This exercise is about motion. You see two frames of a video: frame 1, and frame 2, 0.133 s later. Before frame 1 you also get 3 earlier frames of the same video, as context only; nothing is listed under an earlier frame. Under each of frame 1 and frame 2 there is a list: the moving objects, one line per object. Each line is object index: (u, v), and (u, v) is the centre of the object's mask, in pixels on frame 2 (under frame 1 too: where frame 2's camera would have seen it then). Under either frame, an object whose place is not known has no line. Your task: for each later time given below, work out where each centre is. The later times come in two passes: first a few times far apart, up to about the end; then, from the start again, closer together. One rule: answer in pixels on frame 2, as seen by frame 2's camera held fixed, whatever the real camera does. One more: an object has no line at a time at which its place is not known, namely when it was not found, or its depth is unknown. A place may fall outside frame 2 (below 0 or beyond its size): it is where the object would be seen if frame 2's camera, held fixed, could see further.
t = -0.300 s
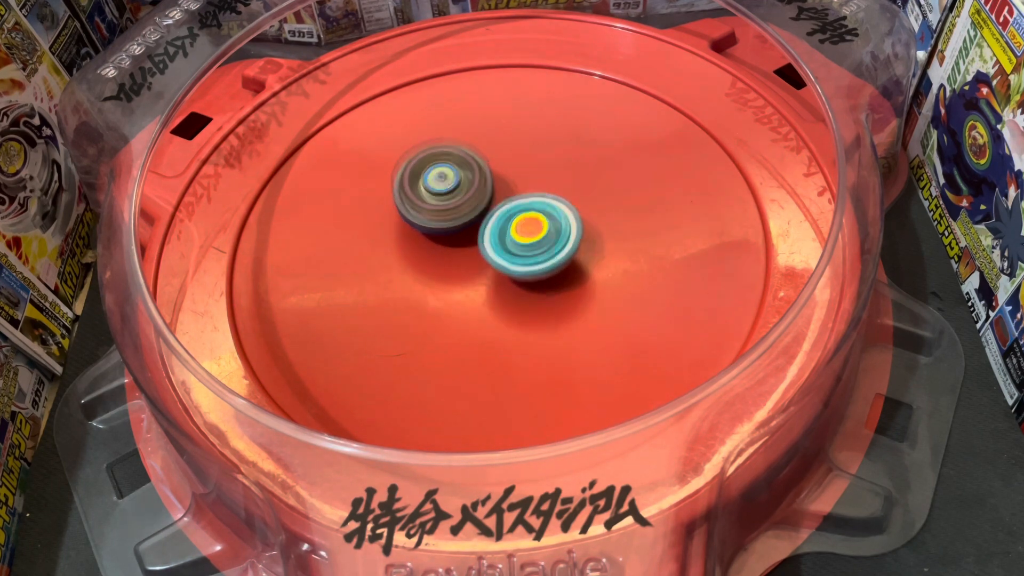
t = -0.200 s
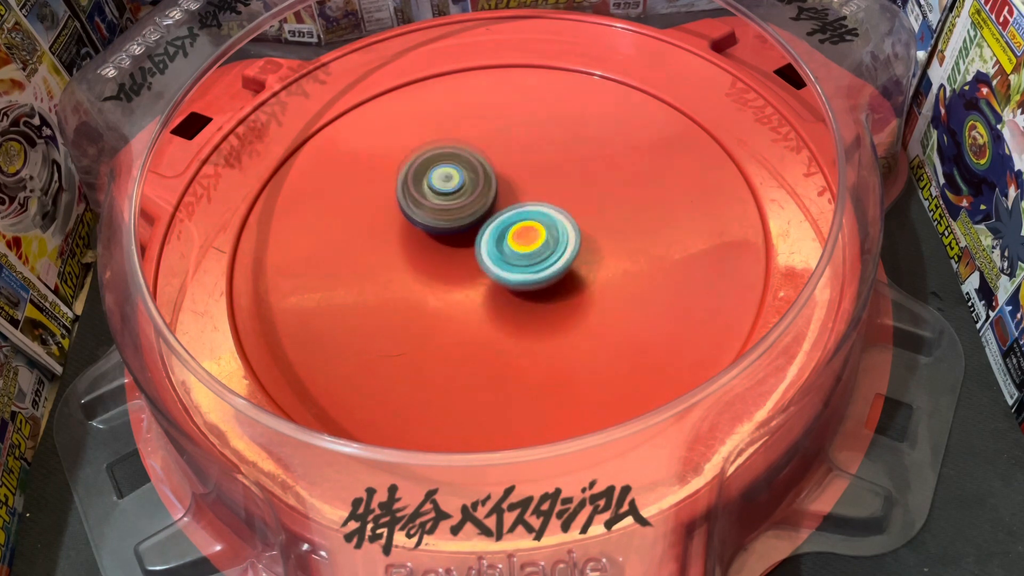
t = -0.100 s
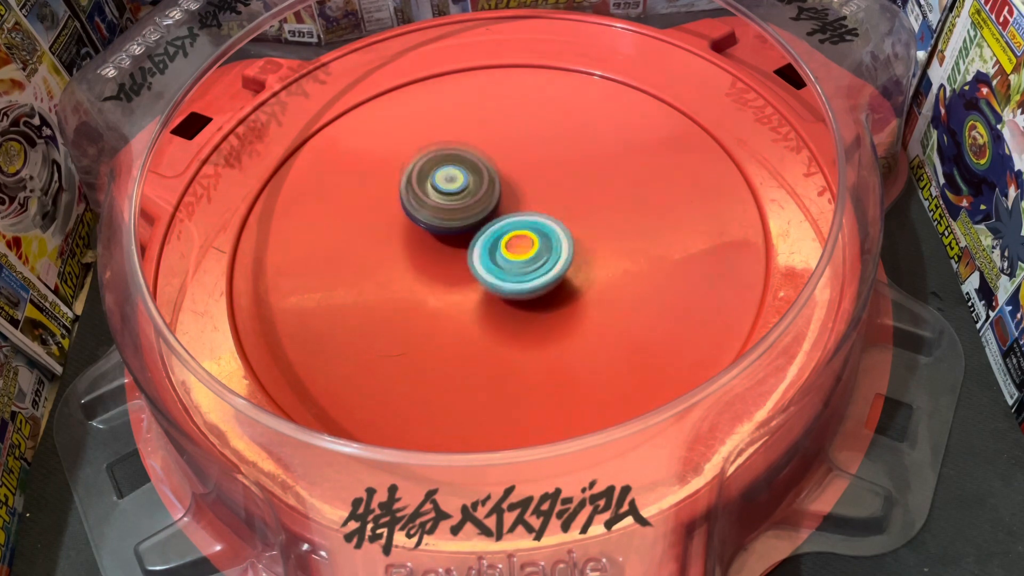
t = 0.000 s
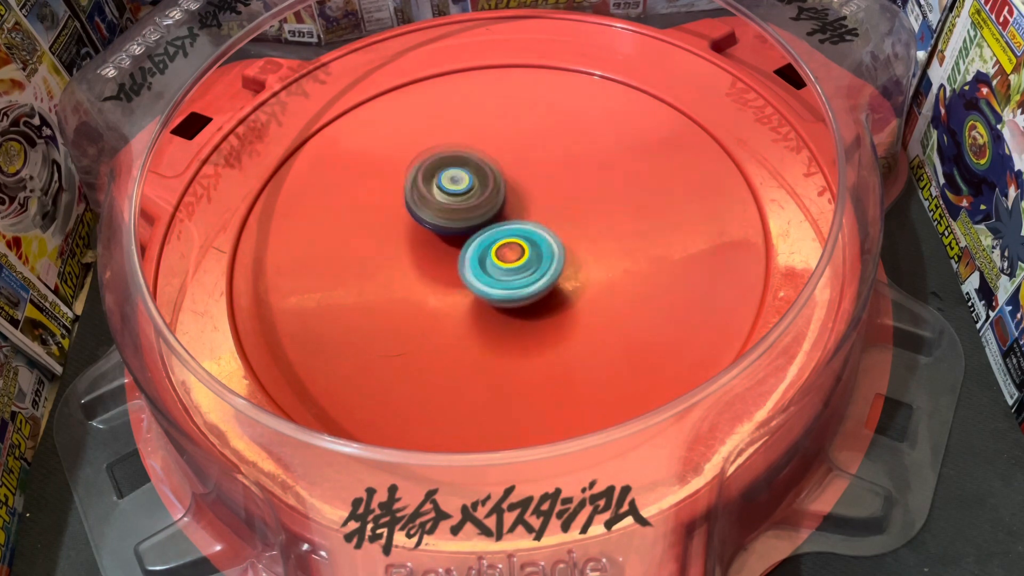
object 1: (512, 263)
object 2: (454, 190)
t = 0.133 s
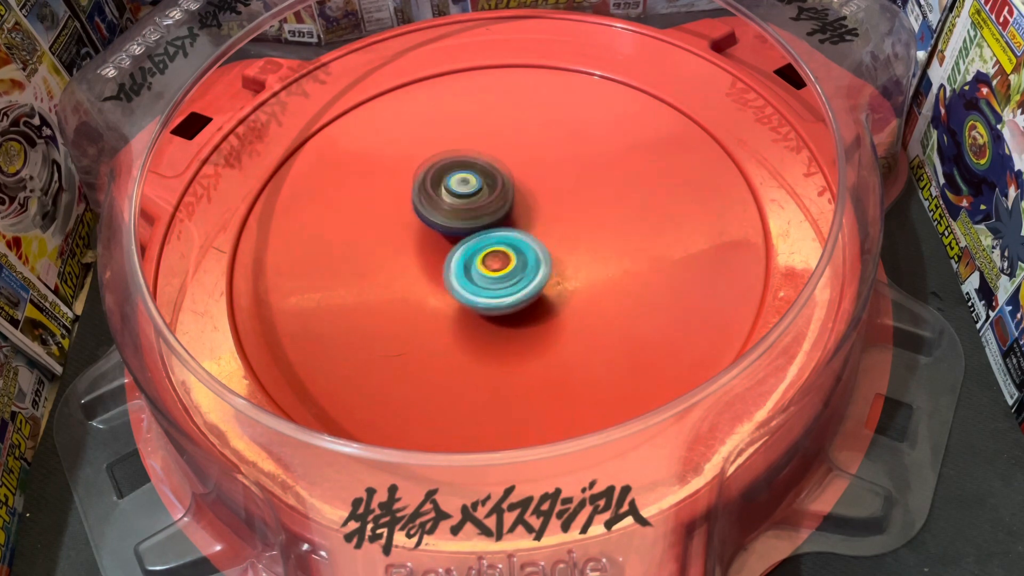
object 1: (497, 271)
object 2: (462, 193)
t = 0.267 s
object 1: (508, 303)
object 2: (458, 178)
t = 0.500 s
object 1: (506, 309)
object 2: (477, 178)
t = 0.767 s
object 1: (487, 277)
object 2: (493, 178)
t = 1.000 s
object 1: (481, 278)
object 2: (501, 159)
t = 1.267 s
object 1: (507, 255)
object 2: (508, 165)
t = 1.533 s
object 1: (506, 283)
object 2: (509, 159)
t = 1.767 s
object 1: (493, 290)
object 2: (516, 174)
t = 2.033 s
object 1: (474, 265)
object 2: (530, 190)
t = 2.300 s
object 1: (441, 276)
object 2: (566, 167)
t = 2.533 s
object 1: (457, 264)
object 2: (564, 176)
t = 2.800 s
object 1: (467, 254)
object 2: (566, 182)
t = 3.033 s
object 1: (446, 275)
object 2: (577, 186)
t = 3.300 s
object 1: (464, 268)
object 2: (583, 200)
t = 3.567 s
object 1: (487, 247)
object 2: (587, 209)
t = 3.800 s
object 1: (440, 257)
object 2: (599, 206)
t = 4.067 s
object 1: (438, 241)
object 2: (584, 220)
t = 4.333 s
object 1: (450, 227)
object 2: (575, 258)
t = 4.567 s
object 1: (468, 238)
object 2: (553, 285)
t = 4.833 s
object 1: (435, 197)
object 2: (625, 330)
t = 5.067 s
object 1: (452, 224)
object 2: (581, 310)
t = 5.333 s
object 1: (477, 176)
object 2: (547, 260)
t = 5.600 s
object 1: (460, 157)
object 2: (498, 234)
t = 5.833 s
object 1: (414, 183)
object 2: (536, 243)
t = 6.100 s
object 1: (441, 228)
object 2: (546, 257)
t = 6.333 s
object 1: (486, 206)
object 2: (546, 271)
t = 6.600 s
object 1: (485, 195)
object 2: (510, 275)
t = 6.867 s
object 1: (477, 193)
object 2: (524, 297)
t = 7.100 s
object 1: (464, 214)
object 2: (524, 269)
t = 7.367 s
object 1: (449, 215)
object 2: (523, 253)
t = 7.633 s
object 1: (450, 220)
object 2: (539, 252)
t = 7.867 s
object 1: (445, 218)
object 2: (526, 249)
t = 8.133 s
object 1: (444, 212)
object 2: (501, 264)
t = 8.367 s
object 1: (450, 219)
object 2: (524, 266)
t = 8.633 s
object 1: (450, 220)
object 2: (517, 268)
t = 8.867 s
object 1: (450, 220)
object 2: (517, 268)
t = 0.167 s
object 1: (499, 280)
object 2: (460, 186)
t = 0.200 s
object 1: (503, 291)
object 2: (458, 180)
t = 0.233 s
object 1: (506, 299)
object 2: (457, 177)
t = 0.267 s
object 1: (508, 303)
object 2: (458, 178)
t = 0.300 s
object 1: (509, 305)
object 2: (461, 179)
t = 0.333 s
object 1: (510, 307)
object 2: (464, 178)
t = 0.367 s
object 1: (510, 308)
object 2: (467, 178)
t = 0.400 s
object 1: (510, 309)
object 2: (469, 178)
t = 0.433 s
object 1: (510, 309)
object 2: (473, 178)
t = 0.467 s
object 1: (508, 310)
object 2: (475, 178)
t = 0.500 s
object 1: (506, 309)
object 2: (477, 178)
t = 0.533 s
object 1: (503, 307)
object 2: (479, 178)
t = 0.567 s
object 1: (500, 305)
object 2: (481, 177)
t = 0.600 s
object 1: (497, 300)
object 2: (485, 178)
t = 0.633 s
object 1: (494, 296)
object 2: (487, 178)
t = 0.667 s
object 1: (491, 291)
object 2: (488, 177)
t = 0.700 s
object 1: (489, 286)
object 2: (489, 178)
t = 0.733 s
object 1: (487, 282)
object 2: (491, 178)
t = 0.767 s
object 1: (487, 277)
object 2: (493, 178)
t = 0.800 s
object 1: (486, 271)
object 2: (494, 178)
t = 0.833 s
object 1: (486, 267)
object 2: (496, 178)
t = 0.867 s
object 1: (486, 262)
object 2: (497, 177)
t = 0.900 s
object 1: (485, 262)
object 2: (498, 175)
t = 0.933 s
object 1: (483, 270)
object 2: (499, 165)
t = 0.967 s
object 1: (481, 276)
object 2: (501, 161)
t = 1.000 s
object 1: (481, 278)
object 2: (501, 159)
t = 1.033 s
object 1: (484, 277)
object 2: (503, 160)
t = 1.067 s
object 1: (487, 276)
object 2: (504, 160)
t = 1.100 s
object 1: (492, 274)
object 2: (505, 161)
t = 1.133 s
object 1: (496, 271)
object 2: (506, 161)
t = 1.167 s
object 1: (499, 268)
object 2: (506, 162)
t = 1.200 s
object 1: (502, 263)
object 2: (507, 163)
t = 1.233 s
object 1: (504, 259)
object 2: (508, 164)
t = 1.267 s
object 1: (507, 255)
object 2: (508, 165)
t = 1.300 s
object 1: (508, 251)
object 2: (510, 165)
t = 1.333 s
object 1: (508, 250)
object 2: (510, 165)
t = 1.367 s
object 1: (507, 261)
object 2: (510, 157)
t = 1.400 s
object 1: (506, 270)
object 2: (509, 151)
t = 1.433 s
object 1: (506, 276)
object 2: (508, 149)
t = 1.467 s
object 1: (505, 279)
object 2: (507, 152)
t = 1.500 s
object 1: (506, 281)
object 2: (507, 155)
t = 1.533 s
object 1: (506, 283)
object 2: (509, 159)
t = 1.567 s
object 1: (506, 285)
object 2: (510, 160)
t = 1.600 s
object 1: (505, 286)
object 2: (511, 164)
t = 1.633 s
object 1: (503, 288)
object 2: (512, 166)
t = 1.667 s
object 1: (501, 289)
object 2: (514, 168)
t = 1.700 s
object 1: (498, 291)
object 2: (514, 170)
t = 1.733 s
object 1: (496, 291)
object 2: (515, 172)
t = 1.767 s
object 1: (493, 290)
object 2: (516, 174)
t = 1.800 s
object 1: (489, 288)
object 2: (517, 176)
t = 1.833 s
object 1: (487, 286)
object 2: (519, 178)
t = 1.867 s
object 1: (483, 284)
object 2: (520, 180)
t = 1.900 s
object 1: (481, 280)
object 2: (522, 182)
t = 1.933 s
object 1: (478, 277)
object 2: (524, 184)
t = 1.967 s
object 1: (476, 273)
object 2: (526, 186)
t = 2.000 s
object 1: (474, 269)
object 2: (528, 189)
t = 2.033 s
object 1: (474, 265)
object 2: (530, 190)
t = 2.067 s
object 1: (471, 263)
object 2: (533, 189)
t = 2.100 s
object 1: (469, 260)
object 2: (535, 189)
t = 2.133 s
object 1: (461, 264)
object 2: (542, 184)
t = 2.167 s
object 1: (453, 270)
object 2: (550, 175)
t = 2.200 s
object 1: (447, 273)
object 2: (556, 171)
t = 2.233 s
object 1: (444, 274)
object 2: (561, 168)
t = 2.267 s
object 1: (442, 275)
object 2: (564, 168)
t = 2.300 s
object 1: (441, 276)
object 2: (566, 167)
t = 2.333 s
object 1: (440, 276)
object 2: (567, 168)
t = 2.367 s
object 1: (441, 275)
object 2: (567, 169)
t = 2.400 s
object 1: (442, 275)
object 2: (567, 170)
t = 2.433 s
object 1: (445, 273)
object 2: (567, 171)
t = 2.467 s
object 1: (449, 270)
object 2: (566, 172)
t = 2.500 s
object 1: (453, 267)
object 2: (565, 174)
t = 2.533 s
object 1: (457, 264)
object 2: (564, 176)
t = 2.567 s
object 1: (460, 261)
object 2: (562, 177)
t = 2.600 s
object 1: (464, 257)
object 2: (561, 180)
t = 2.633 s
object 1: (468, 254)
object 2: (560, 181)
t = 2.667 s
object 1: (472, 251)
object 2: (558, 183)
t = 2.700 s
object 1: (475, 249)
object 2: (558, 185)
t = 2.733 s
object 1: (480, 247)
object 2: (557, 187)
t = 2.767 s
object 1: (479, 248)
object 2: (558, 187)
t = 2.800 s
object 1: (467, 254)
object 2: (566, 182)
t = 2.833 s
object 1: (457, 260)
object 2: (572, 177)
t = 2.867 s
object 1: (452, 264)
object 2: (573, 176)
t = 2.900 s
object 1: (449, 267)
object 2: (574, 178)
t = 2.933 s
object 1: (447, 270)
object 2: (574, 181)
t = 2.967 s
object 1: (447, 271)
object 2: (575, 183)
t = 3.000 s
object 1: (446, 274)
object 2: (576, 185)
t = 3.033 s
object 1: (446, 275)
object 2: (577, 186)
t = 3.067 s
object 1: (445, 277)
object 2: (577, 189)
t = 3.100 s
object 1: (446, 278)
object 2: (578, 191)
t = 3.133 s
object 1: (447, 279)
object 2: (579, 192)
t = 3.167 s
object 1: (450, 278)
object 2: (580, 194)
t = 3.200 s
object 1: (453, 277)
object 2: (580, 196)
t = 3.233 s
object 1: (456, 275)
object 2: (581, 197)
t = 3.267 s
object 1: (461, 271)
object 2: (582, 198)
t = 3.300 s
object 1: (464, 268)
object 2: (583, 200)
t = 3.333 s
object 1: (468, 265)
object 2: (583, 201)
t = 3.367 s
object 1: (472, 262)
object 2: (584, 203)
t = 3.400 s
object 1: (476, 258)
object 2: (584, 204)
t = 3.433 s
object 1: (479, 256)
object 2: (584, 205)
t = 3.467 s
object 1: (483, 253)
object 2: (584, 207)
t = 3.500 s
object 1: (486, 250)
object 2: (585, 208)
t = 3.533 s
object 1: (488, 248)
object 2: (585, 209)
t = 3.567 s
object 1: (487, 247)
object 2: (587, 209)
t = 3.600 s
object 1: (473, 250)
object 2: (597, 204)
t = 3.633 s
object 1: (460, 253)
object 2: (604, 199)
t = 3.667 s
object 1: (452, 255)
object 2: (604, 198)
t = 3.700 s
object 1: (446, 256)
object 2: (604, 200)
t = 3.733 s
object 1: (445, 256)
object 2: (602, 202)
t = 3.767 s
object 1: (442, 257)
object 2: (601, 204)
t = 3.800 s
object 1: (440, 257)
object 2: (599, 206)
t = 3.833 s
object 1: (438, 256)
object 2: (597, 208)
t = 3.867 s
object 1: (436, 255)
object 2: (594, 211)
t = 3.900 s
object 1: (434, 254)
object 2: (592, 212)
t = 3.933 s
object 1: (433, 252)
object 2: (590, 214)
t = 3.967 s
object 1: (433, 249)
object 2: (588, 216)
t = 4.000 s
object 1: (434, 247)
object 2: (587, 218)
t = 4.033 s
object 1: (436, 244)
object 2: (585, 219)
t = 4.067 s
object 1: (438, 241)
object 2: (584, 220)
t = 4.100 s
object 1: (442, 238)
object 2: (581, 222)
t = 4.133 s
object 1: (446, 236)
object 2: (579, 224)
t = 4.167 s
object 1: (450, 234)
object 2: (577, 227)
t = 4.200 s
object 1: (454, 233)
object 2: (573, 231)
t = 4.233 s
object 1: (459, 232)
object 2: (568, 236)
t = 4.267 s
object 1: (460, 231)
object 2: (568, 240)
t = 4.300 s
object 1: (453, 228)
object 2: (573, 249)
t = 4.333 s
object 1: (450, 227)
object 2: (575, 258)
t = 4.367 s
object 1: (450, 226)
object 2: (574, 266)
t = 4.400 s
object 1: (453, 227)
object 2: (571, 273)
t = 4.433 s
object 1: (457, 228)
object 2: (566, 279)
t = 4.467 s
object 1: (461, 231)
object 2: (562, 283)
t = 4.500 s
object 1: (464, 233)
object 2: (558, 284)
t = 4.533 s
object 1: (466, 236)
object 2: (555, 285)
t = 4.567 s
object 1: (468, 238)
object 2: (553, 285)
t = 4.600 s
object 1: (469, 239)
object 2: (554, 287)
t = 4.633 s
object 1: (471, 240)
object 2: (555, 287)
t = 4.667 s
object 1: (459, 231)
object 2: (573, 300)
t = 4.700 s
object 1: (446, 219)
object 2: (592, 311)
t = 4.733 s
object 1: (437, 208)
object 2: (606, 320)
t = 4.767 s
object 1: (433, 201)
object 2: (617, 326)
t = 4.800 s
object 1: (432, 198)
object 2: (622, 329)
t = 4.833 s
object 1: (435, 197)
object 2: (625, 330)
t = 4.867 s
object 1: (437, 199)
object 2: (623, 329)
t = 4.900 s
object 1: (439, 203)
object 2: (618, 328)
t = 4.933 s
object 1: (440, 208)
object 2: (614, 325)
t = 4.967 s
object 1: (441, 212)
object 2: (608, 322)
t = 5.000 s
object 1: (443, 216)
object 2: (600, 318)
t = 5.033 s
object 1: (447, 220)
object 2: (590, 314)
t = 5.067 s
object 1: (452, 224)
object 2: (581, 310)
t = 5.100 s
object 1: (460, 228)
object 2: (570, 302)
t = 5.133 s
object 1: (469, 231)
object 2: (559, 291)
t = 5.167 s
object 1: (475, 229)
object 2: (551, 279)
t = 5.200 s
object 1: (477, 223)
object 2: (548, 269)
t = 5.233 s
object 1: (480, 212)
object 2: (552, 263)
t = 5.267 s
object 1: (479, 200)
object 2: (553, 262)
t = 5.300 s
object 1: (478, 188)
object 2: (551, 262)
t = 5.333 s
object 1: (477, 176)
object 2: (547, 260)
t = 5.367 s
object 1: (477, 167)
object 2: (543, 257)
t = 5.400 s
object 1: (477, 160)
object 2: (538, 252)
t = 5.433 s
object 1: (476, 155)
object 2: (530, 249)
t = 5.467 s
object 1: (475, 153)
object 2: (522, 244)
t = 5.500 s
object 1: (475, 153)
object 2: (512, 239)
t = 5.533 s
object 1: (475, 152)
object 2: (502, 233)
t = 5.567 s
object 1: (468, 153)
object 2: (500, 233)
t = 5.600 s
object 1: (460, 157)
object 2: (498, 234)
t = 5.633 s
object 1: (456, 161)
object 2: (496, 236)
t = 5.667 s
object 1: (453, 164)
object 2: (497, 235)
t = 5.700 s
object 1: (452, 170)
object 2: (499, 235)
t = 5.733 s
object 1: (448, 172)
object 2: (501, 236)
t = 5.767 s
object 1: (435, 176)
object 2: (516, 236)
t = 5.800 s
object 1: (422, 179)
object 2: (528, 241)
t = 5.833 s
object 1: (414, 183)
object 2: (536, 243)
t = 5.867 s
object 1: (410, 188)
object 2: (542, 248)
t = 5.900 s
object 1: (409, 192)
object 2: (545, 251)
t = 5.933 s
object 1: (412, 197)
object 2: (548, 256)
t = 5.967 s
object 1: (418, 202)
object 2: (550, 257)
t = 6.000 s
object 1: (422, 210)
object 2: (550, 259)
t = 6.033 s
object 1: (427, 216)
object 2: (551, 258)
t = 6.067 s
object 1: (433, 223)
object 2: (548, 258)
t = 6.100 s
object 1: (441, 228)
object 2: (546, 257)
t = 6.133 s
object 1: (449, 232)
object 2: (542, 259)
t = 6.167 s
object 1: (455, 230)
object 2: (546, 261)
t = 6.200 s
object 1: (461, 226)
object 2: (546, 266)
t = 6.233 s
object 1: (469, 223)
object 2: (549, 265)
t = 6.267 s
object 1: (474, 216)
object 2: (547, 268)
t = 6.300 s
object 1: (481, 212)
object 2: (549, 268)
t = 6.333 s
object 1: (486, 206)
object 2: (546, 271)
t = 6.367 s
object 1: (488, 203)
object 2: (544, 271)
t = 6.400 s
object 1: (489, 199)
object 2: (538, 273)
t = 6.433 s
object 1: (488, 198)
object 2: (535, 272)
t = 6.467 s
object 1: (486, 196)
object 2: (528, 274)
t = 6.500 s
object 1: (485, 196)
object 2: (525, 274)
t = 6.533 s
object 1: (484, 195)
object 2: (519, 275)
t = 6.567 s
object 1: (485, 195)
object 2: (516, 275)
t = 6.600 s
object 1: (485, 195)
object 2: (510, 275)
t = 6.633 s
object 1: (487, 197)
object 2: (509, 276)
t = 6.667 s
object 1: (489, 197)
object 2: (506, 276)
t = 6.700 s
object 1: (491, 200)
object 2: (509, 279)
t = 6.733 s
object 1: (486, 199)
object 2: (514, 283)
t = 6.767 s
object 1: (482, 197)
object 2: (517, 288)
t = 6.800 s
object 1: (479, 195)
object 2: (522, 294)
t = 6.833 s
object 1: (478, 194)
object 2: (520, 296)
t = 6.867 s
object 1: (477, 193)
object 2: (524, 297)
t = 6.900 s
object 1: (478, 194)
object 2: (526, 295)
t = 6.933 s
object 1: (479, 196)
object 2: (523, 294)
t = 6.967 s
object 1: (480, 200)
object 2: (525, 290)
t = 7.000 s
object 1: (481, 205)
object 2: (525, 286)
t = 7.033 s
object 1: (478, 208)
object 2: (523, 283)
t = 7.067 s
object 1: (473, 213)
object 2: (525, 277)
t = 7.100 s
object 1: (464, 214)
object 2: (524, 269)
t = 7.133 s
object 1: (457, 214)
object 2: (522, 265)
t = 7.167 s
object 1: (455, 215)
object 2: (524, 261)
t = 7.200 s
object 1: (452, 216)
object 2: (523, 260)
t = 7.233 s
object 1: (450, 214)
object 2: (522, 262)
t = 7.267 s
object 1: (452, 212)
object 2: (523, 262)
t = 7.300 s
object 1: (452, 212)
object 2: (525, 259)
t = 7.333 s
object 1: (451, 214)
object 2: (523, 255)
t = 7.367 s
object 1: (449, 215)
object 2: (523, 253)
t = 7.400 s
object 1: (449, 216)
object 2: (524, 250)
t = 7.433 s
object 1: (447, 216)
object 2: (525, 248)
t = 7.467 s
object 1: (448, 216)
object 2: (529, 248)
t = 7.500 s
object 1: (448, 215)
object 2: (534, 250)
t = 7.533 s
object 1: (449, 216)
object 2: (539, 250)
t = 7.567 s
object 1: (451, 217)
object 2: (543, 250)
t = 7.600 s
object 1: (451, 219)
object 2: (541, 251)
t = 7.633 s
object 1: (450, 220)
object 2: (539, 252)
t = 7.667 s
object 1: (447, 222)
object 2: (538, 252)
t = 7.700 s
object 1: (446, 223)
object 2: (539, 251)
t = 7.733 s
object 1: (446, 224)
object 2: (539, 248)
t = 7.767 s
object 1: (445, 224)
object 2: (536, 247)
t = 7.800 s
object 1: (444, 222)
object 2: (532, 247)
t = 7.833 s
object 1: (445, 220)
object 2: (529, 248)
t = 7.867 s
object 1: (445, 218)
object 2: (526, 249)
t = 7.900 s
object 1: (445, 215)
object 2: (521, 249)
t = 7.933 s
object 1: (444, 214)
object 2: (516, 251)
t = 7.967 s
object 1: (443, 215)
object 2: (512, 254)
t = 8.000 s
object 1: (441, 216)
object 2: (509, 257)
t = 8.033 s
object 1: (441, 217)
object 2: (508, 259)
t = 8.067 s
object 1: (442, 216)
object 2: (506, 261)
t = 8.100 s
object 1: (443, 214)
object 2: (503, 262)
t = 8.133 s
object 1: (444, 212)
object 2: (501, 264)
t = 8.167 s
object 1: (445, 212)
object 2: (500, 267)
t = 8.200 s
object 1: (446, 212)
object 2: (502, 269)
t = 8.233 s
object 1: (445, 216)
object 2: (506, 269)
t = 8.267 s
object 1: (444, 218)
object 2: (511, 268)
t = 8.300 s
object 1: (446, 219)
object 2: (514, 267)
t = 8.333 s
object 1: (448, 219)
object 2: (520, 266)
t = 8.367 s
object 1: (450, 219)
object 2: (524, 266)
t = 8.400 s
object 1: (450, 219)
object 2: (526, 266)
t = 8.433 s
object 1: (450, 220)
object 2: (526, 267)
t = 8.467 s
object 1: (448, 221)
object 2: (526, 267)
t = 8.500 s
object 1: (447, 222)
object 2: (523, 266)
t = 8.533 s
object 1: (447, 222)
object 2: (520, 267)
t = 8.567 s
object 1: (448, 221)
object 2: (517, 267)
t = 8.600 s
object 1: (449, 220)
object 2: (517, 268)
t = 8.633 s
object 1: (450, 220)
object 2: (517, 268)
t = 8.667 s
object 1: (450, 220)
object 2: (517, 268)
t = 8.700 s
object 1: (449, 220)
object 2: (517, 268)
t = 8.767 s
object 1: (449, 220)
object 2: (517, 268)
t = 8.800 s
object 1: (450, 220)
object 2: (517, 268)
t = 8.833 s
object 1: (450, 220)
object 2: (517, 268)
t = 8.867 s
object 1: (450, 220)
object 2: (517, 268)
